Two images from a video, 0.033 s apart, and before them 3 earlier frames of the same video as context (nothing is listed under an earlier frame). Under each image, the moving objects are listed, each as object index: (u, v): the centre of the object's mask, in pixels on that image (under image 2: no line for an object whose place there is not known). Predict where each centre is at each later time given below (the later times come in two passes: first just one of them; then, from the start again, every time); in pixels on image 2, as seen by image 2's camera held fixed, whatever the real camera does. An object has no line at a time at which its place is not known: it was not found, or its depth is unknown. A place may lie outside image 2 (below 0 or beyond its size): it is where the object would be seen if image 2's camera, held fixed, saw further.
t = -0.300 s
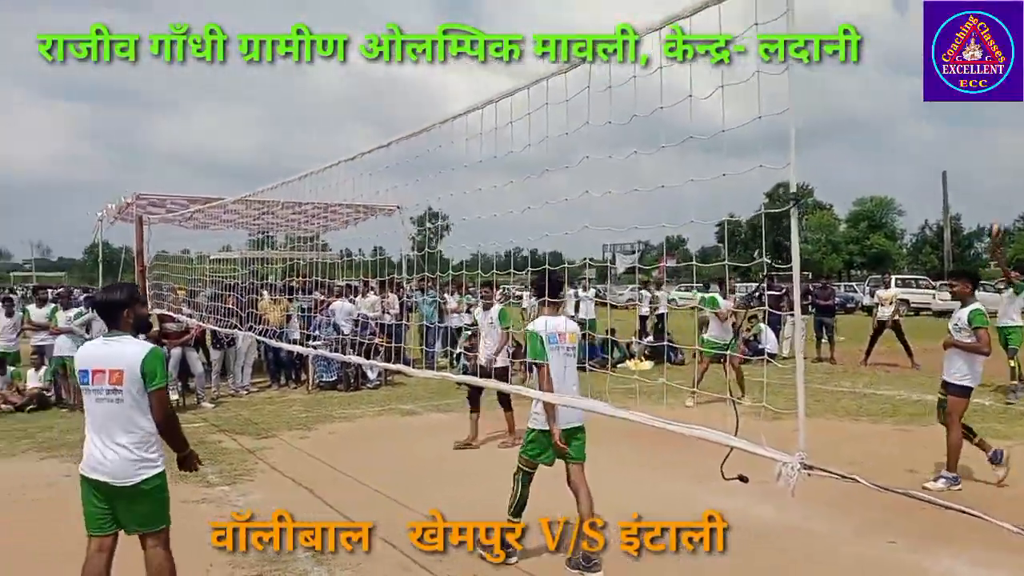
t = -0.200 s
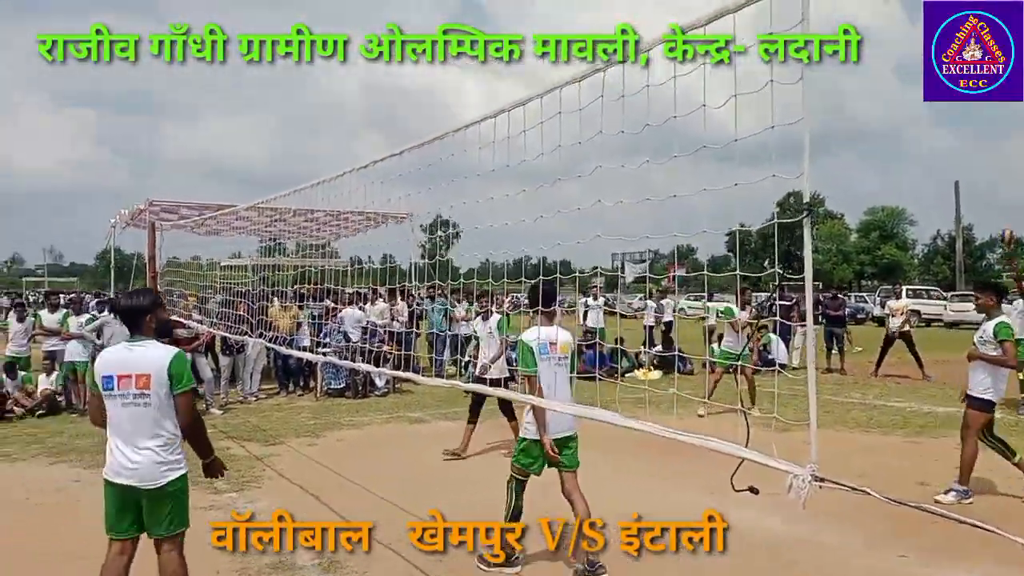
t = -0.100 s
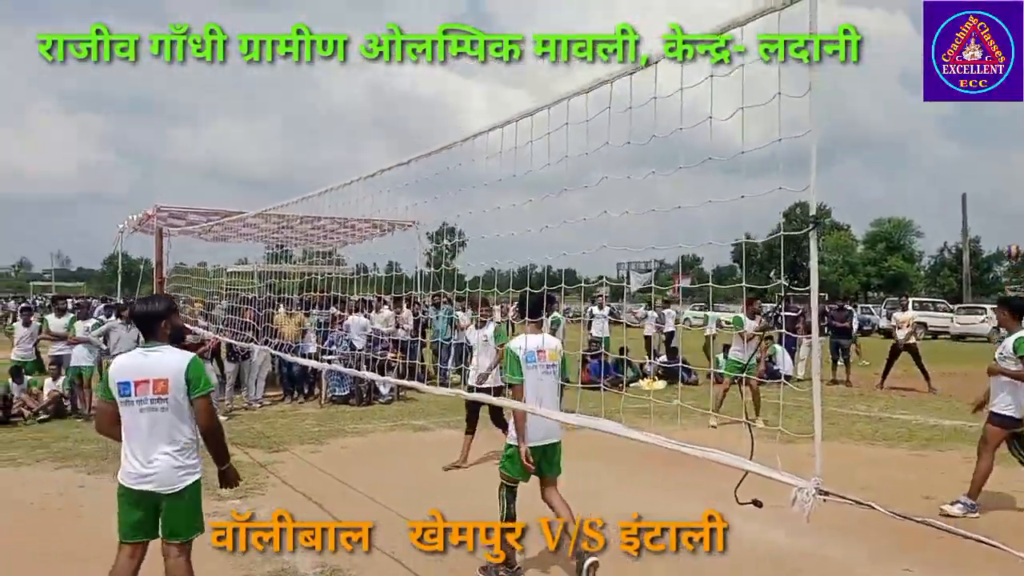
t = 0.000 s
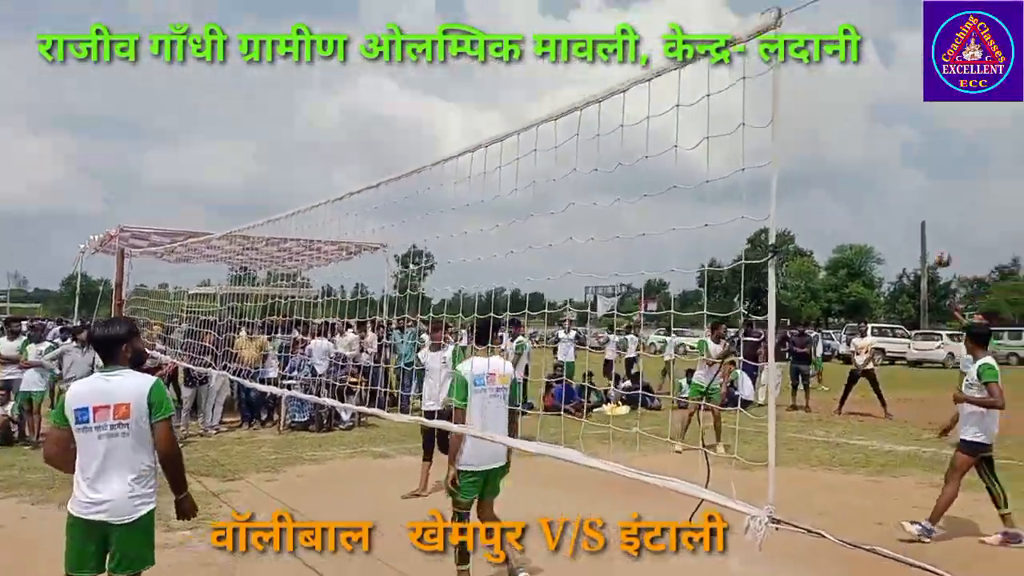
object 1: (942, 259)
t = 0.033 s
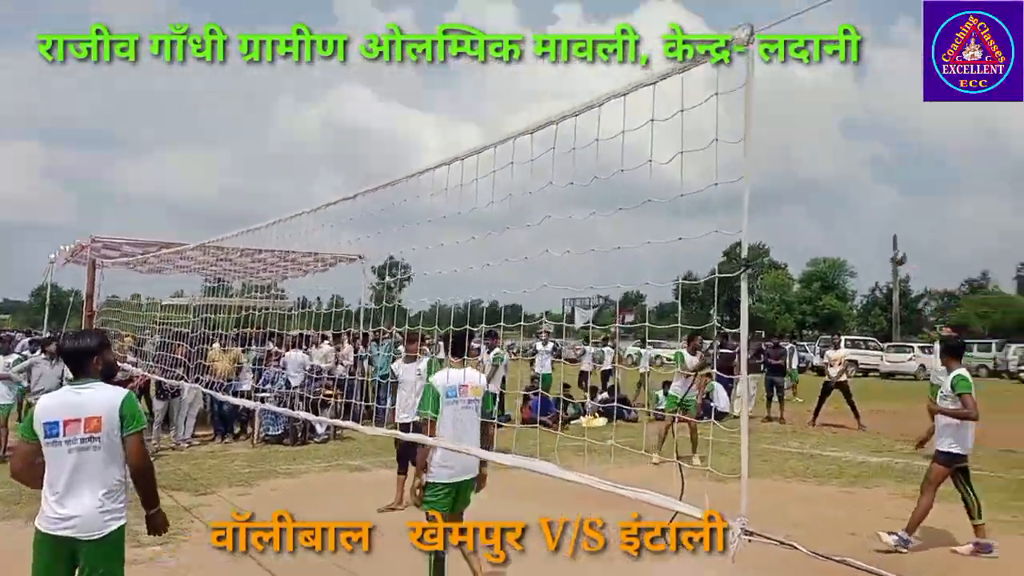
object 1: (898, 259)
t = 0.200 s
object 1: (810, 193)
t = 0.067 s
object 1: (882, 244)
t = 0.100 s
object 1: (863, 230)
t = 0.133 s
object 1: (845, 217)
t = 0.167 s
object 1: (828, 204)
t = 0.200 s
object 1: (810, 193)
